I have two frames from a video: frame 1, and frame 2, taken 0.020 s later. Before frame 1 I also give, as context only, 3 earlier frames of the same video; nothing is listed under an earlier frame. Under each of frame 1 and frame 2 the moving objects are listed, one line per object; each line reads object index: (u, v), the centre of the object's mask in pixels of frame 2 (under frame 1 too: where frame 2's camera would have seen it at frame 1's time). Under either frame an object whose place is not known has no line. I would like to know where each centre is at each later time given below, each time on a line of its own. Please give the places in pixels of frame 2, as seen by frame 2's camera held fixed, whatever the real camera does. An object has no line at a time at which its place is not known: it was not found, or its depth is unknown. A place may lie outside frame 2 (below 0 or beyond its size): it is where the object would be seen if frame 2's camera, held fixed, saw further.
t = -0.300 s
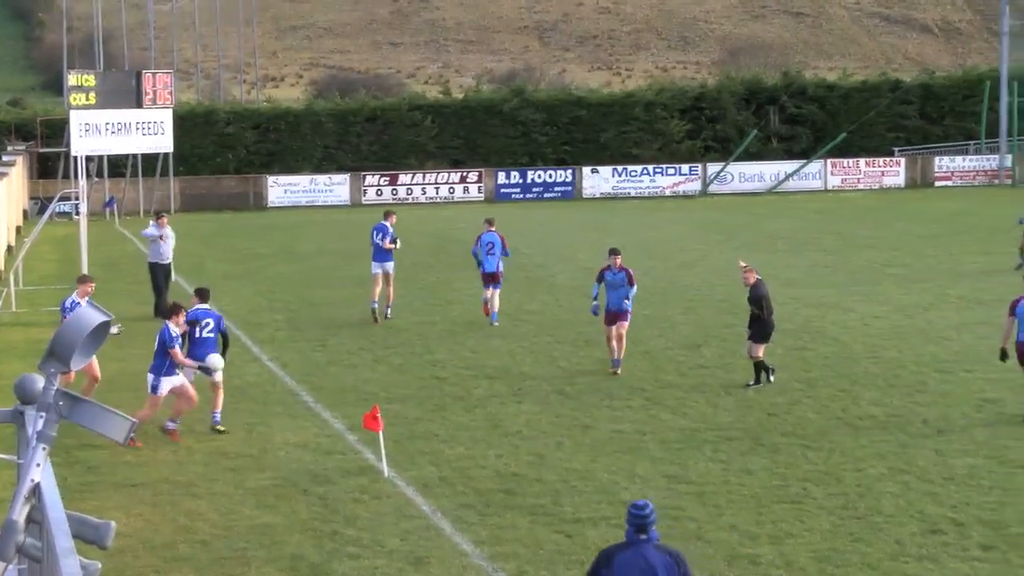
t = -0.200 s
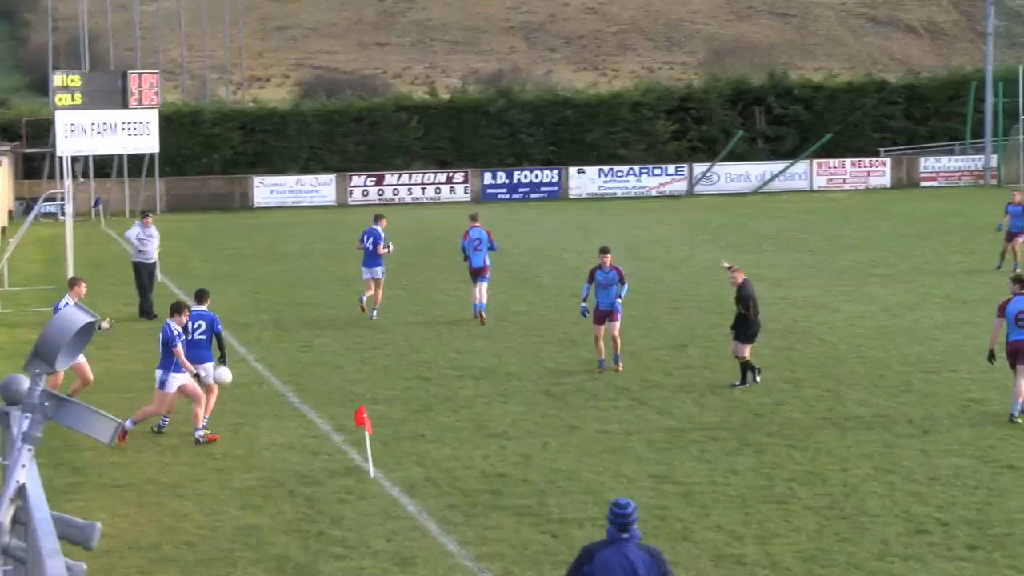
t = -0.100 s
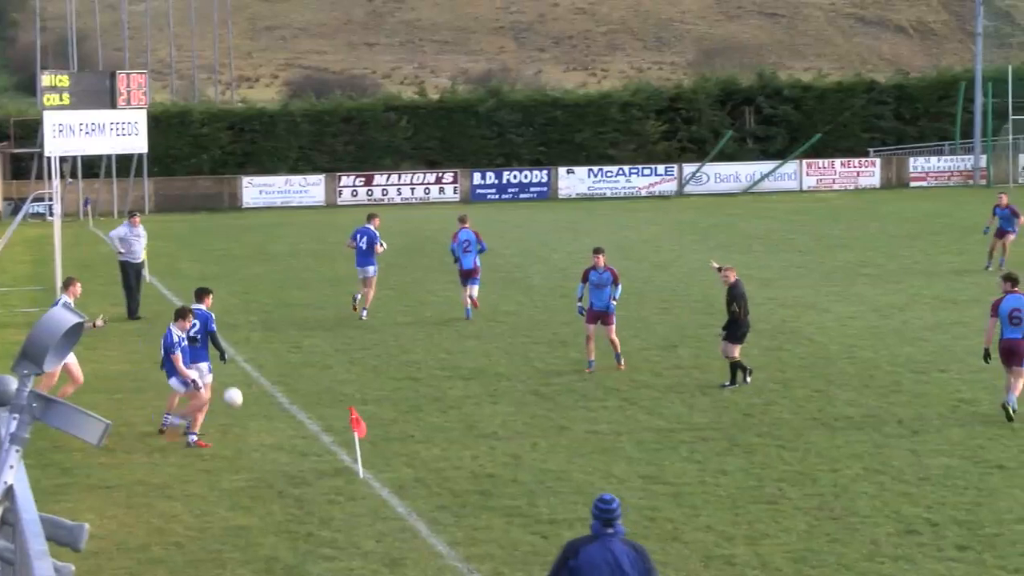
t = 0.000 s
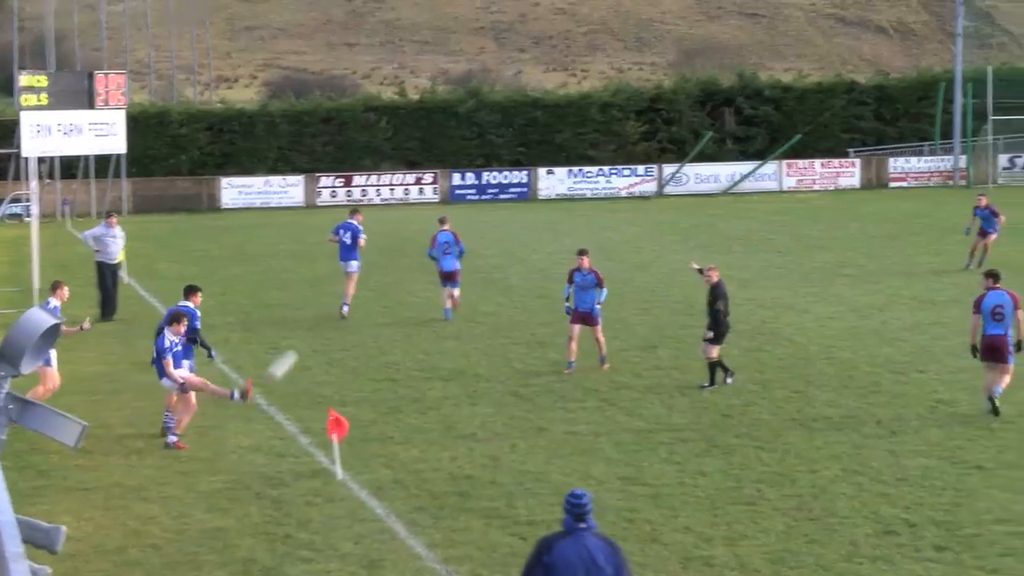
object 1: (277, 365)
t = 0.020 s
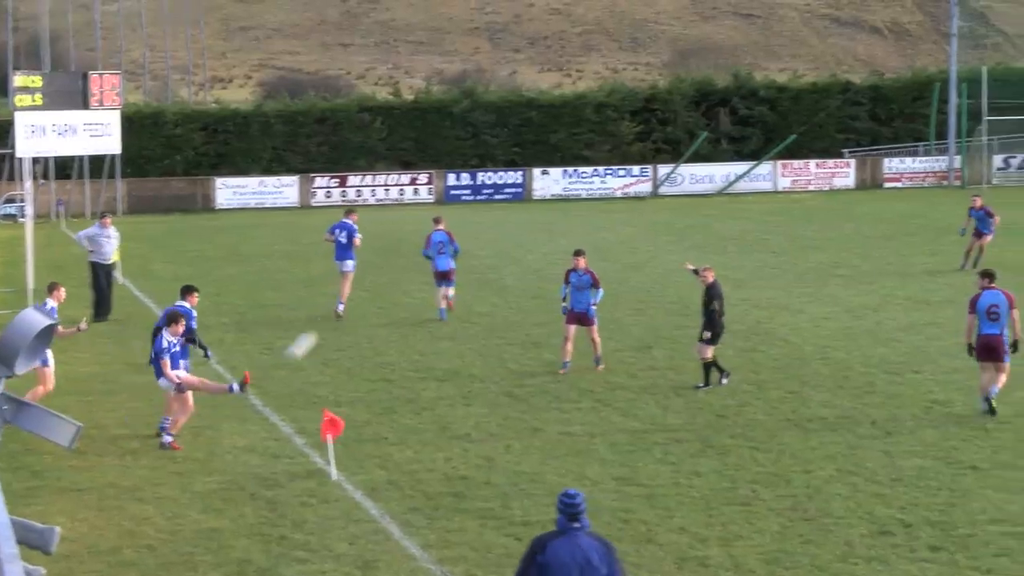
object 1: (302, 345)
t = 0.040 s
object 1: (326, 326)
